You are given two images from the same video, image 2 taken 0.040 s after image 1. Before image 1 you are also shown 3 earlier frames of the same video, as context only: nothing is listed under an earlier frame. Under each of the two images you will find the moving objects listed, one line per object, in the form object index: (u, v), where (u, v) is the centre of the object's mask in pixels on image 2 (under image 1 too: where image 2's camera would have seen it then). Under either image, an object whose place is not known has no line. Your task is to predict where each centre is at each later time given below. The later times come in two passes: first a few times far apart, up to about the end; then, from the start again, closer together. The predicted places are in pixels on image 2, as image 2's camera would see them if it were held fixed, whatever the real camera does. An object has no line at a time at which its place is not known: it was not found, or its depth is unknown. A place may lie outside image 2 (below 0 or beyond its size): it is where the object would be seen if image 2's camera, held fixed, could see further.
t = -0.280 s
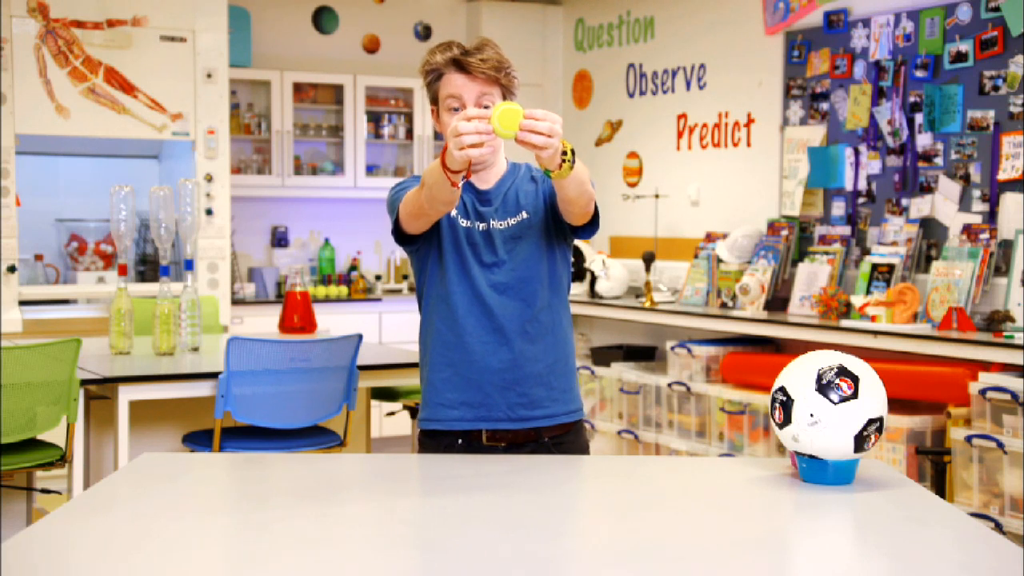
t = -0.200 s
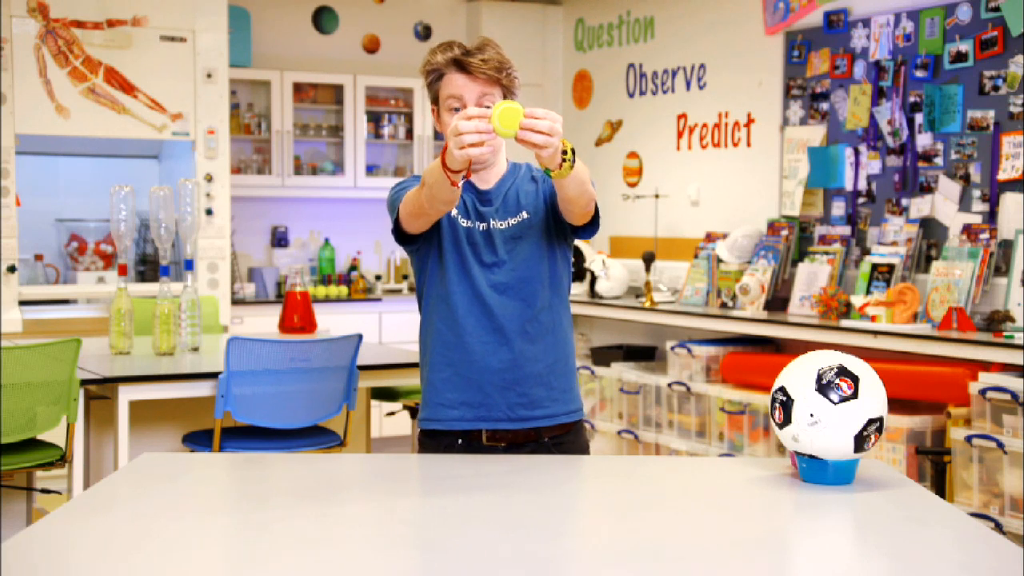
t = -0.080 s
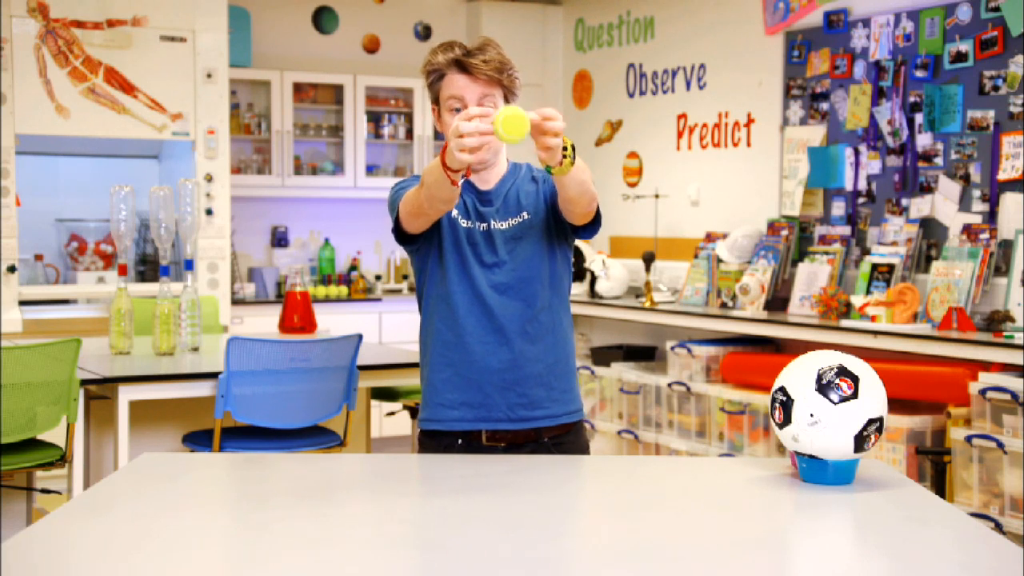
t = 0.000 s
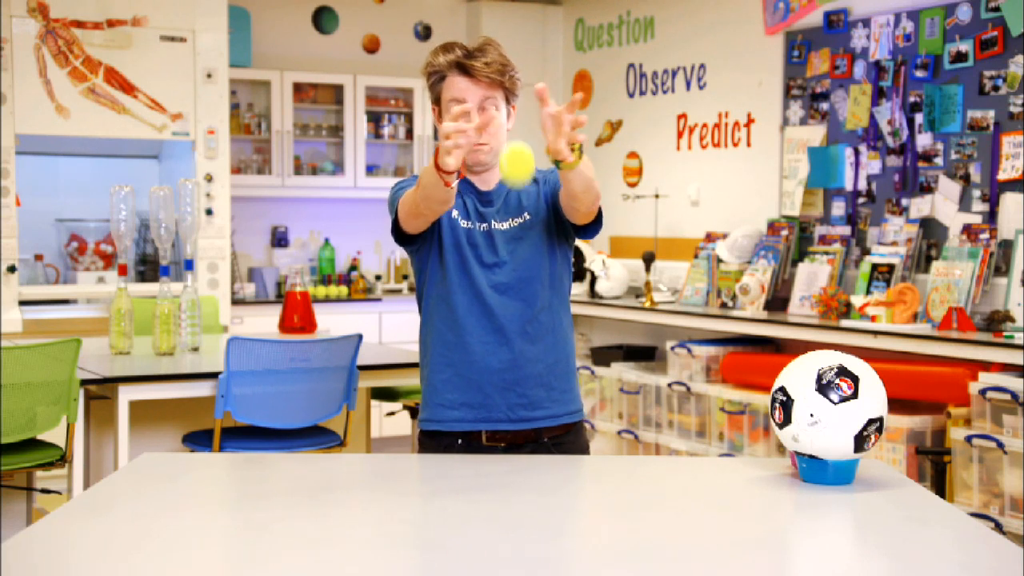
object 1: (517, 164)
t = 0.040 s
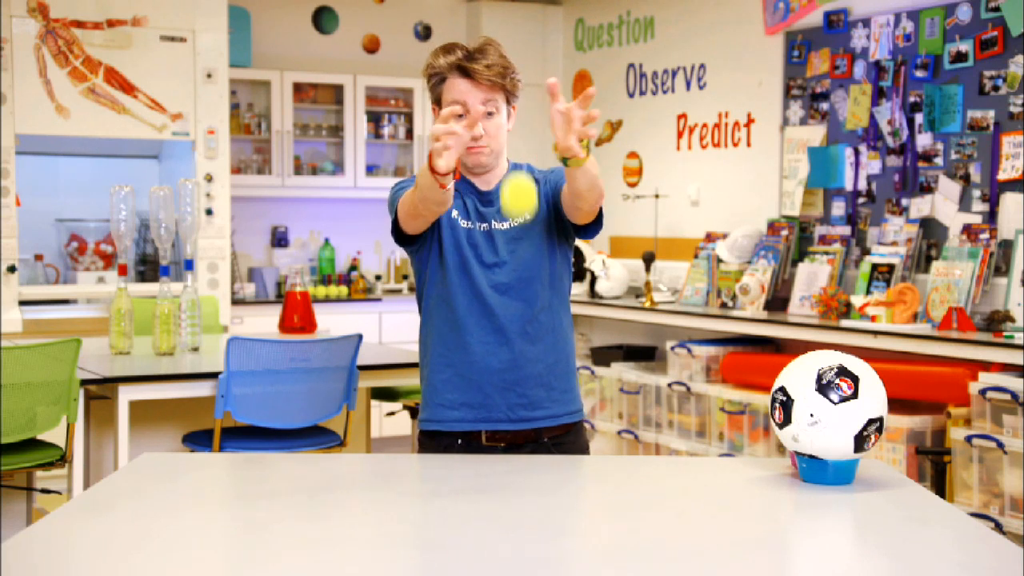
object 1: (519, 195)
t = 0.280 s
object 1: (537, 406)
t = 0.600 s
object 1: (585, 305)
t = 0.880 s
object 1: (617, 380)
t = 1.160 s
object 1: (634, 446)
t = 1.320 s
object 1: (645, 403)
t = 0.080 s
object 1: (521, 240)
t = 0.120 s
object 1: (523, 292)
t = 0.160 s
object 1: (525, 353)
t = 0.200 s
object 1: (528, 422)
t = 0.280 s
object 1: (537, 406)
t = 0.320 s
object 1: (544, 364)
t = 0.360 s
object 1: (550, 330)
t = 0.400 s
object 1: (555, 304)
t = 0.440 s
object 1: (561, 287)
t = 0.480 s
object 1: (568, 278)
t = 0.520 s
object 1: (573, 278)
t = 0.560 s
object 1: (579, 286)
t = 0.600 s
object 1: (585, 305)
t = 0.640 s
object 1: (591, 332)
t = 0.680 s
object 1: (597, 367)
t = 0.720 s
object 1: (603, 410)
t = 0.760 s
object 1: (608, 463)
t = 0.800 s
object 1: (612, 436)
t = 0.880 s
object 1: (617, 380)
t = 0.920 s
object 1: (620, 363)
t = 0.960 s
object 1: (622, 356)
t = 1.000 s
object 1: (625, 357)
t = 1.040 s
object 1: (627, 366)
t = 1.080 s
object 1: (630, 385)
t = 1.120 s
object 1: (632, 411)
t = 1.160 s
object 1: (634, 446)
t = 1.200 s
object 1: (637, 456)
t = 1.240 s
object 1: (640, 431)
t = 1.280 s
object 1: (642, 412)
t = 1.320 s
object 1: (645, 403)
